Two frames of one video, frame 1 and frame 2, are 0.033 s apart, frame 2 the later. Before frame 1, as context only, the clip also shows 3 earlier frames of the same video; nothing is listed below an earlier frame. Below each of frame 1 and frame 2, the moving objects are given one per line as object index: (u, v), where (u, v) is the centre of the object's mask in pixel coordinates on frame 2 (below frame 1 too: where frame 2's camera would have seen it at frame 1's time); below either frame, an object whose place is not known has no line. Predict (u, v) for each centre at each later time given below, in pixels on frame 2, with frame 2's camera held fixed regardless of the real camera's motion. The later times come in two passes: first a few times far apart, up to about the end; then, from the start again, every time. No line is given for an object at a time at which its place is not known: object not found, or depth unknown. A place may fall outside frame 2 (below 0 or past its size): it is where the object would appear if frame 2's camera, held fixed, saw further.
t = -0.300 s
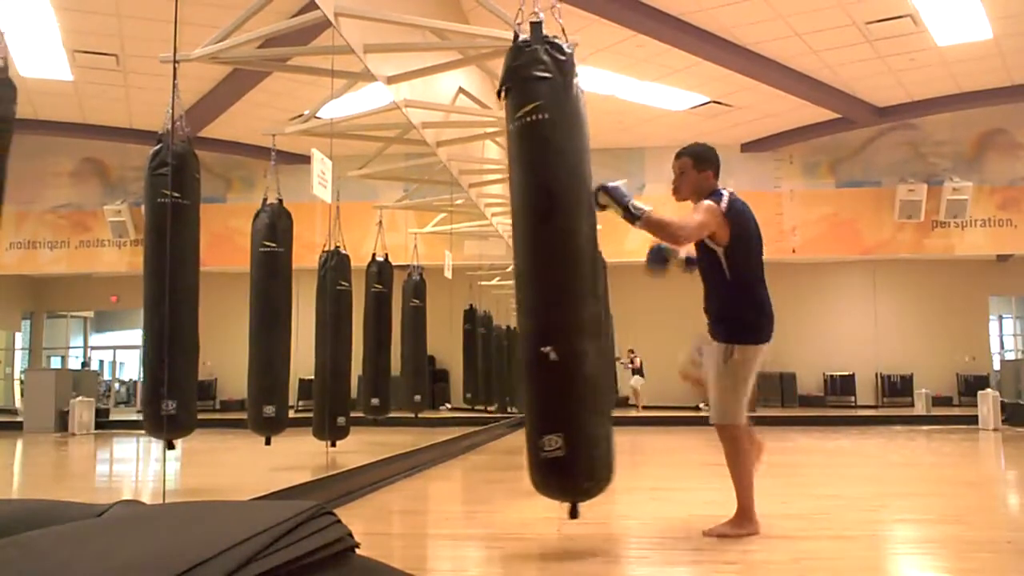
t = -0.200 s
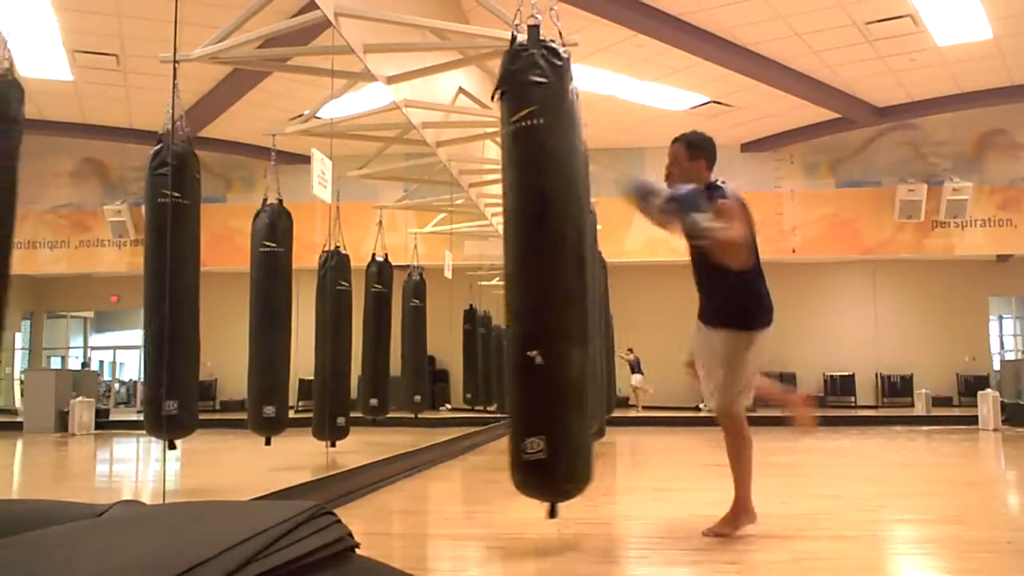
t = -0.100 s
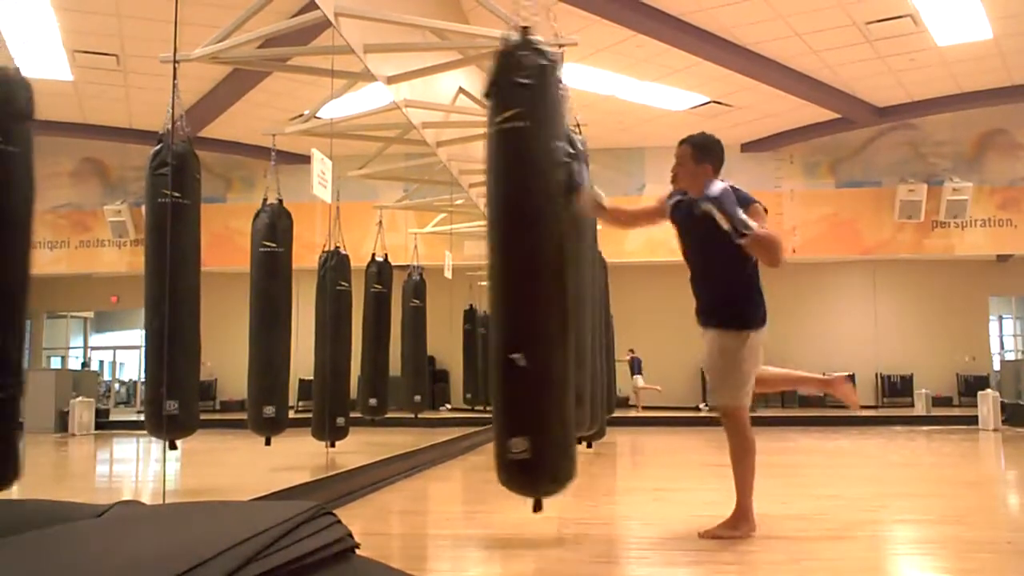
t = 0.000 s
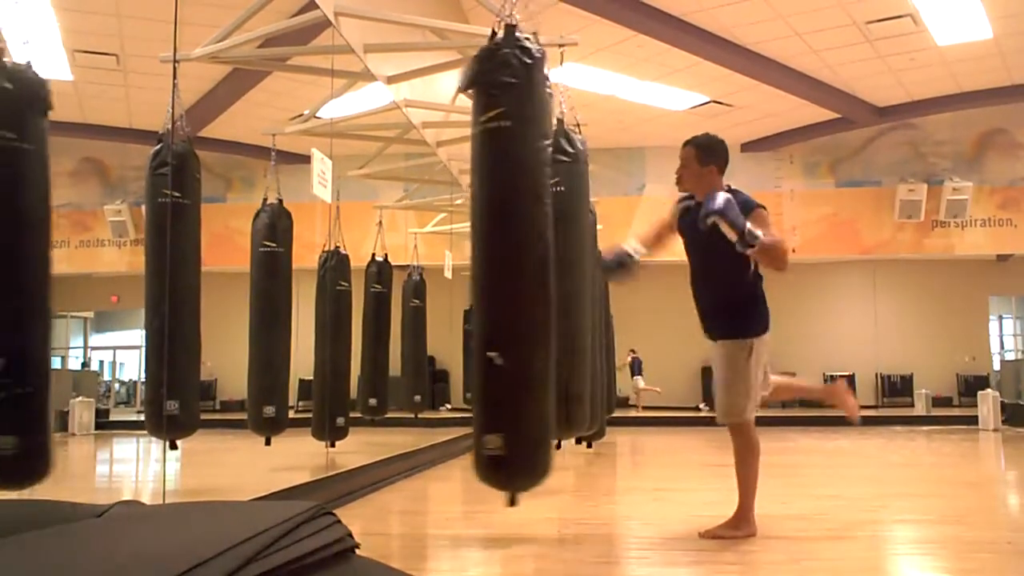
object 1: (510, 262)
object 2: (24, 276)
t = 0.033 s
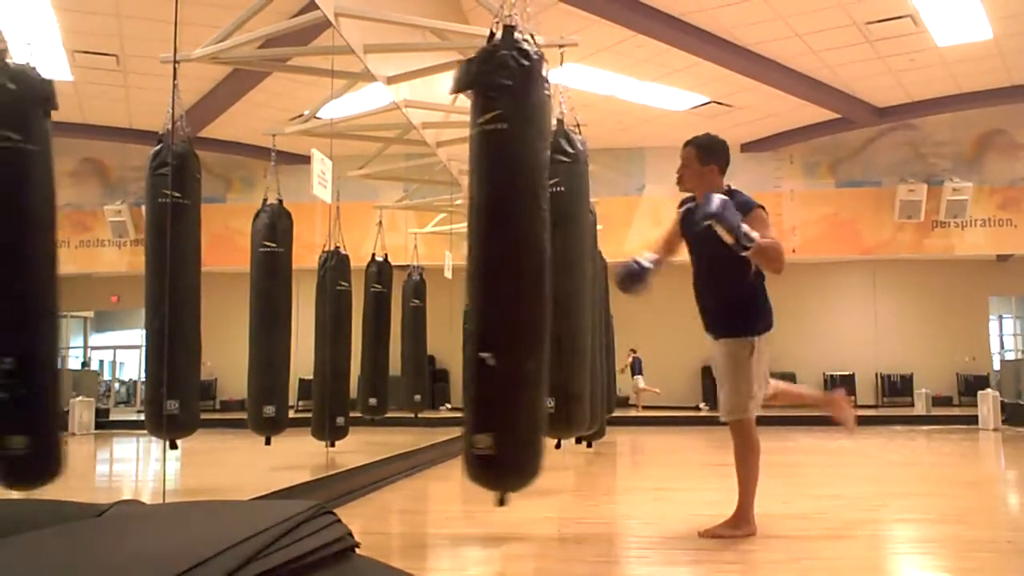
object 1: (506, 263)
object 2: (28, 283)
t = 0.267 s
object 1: (484, 264)
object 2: (57, 280)
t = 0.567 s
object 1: (472, 259)
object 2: (77, 273)
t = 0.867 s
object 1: (487, 263)
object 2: (60, 278)
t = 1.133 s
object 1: (521, 269)
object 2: (28, 288)
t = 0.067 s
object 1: (502, 263)
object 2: (32, 287)
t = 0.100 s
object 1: (498, 264)
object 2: (36, 287)
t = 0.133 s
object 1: (497, 267)
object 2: (40, 287)
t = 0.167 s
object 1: (494, 265)
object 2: (45, 286)
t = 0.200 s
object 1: (490, 263)
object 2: (49, 283)
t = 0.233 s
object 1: (487, 265)
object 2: (53, 282)
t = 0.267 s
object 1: (484, 264)
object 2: (57, 280)
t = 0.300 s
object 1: (480, 263)
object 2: (61, 278)
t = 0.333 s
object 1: (477, 262)
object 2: (65, 276)
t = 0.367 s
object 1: (475, 260)
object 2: (68, 273)
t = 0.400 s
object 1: (472, 258)
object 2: (71, 272)
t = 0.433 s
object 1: (471, 258)
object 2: (74, 271)
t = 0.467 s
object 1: (471, 259)
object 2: (75, 271)
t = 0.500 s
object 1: (471, 258)
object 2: (77, 271)
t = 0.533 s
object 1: (471, 258)
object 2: (77, 272)
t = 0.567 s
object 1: (472, 259)
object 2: (77, 273)
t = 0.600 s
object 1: (472, 259)
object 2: (78, 274)
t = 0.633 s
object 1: (472, 258)
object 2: (77, 274)
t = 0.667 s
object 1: (473, 259)
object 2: (76, 274)
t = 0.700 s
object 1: (474, 259)
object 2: (74, 273)
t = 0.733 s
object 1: (475, 259)
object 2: (72, 273)
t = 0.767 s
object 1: (478, 261)
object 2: (70, 275)
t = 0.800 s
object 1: (481, 262)
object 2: (67, 276)
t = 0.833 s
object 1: (484, 262)
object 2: (63, 276)
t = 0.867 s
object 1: (487, 263)
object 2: (60, 278)
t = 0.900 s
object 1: (490, 264)
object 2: (56, 280)
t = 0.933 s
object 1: (493, 265)
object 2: (51, 282)
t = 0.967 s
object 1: (497, 266)
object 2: (47, 284)
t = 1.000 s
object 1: (501, 266)
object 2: (43, 287)
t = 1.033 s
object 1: (506, 266)
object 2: (38, 289)
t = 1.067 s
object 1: (511, 267)
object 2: (34, 292)
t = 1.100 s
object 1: (516, 269)
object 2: (31, 291)
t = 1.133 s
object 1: (521, 269)
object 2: (28, 288)
